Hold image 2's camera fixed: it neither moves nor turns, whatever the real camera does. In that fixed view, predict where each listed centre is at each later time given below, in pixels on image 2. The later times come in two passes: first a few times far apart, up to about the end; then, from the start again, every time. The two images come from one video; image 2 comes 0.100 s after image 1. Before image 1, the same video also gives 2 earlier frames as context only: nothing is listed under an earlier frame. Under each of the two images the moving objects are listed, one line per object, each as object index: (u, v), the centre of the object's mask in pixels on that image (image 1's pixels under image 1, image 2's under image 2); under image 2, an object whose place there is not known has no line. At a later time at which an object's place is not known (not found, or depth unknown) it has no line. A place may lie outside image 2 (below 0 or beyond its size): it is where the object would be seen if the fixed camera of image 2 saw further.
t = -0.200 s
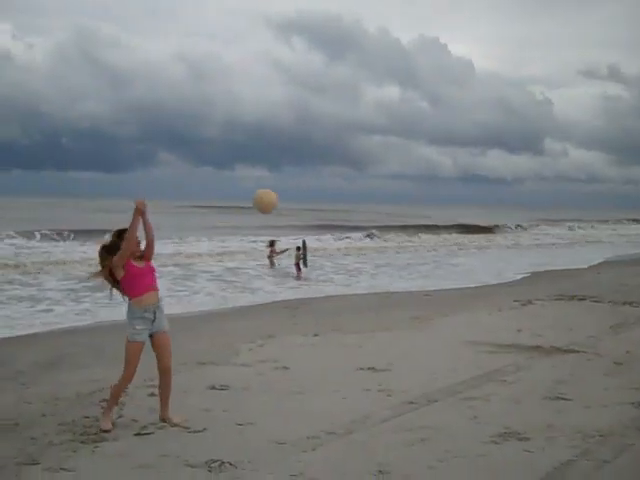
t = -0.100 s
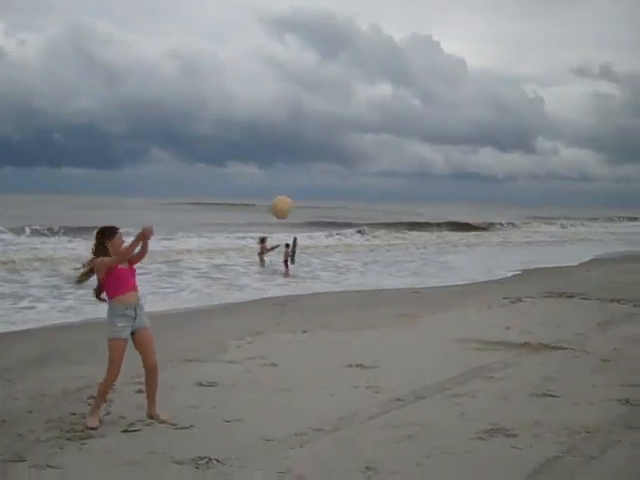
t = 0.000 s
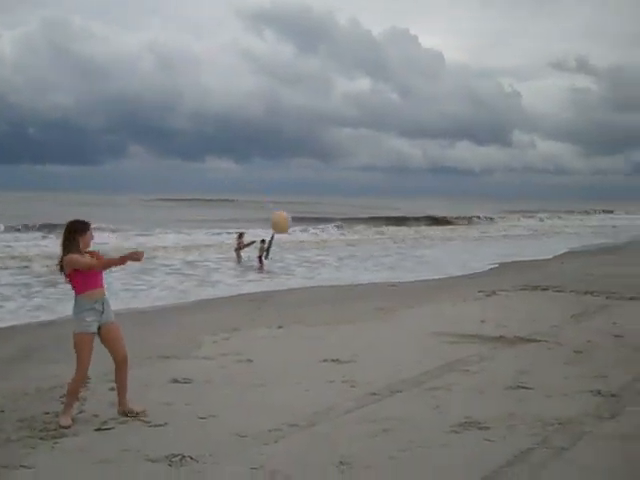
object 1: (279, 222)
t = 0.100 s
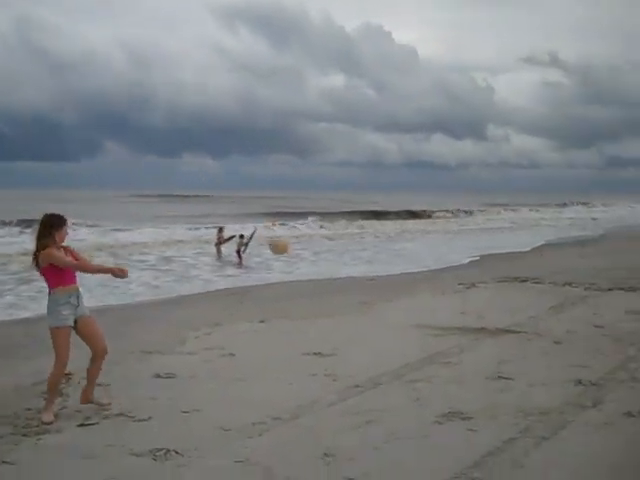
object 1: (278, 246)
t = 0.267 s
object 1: (303, 305)
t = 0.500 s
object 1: (326, 280)
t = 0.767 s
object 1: (348, 255)
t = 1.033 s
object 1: (363, 283)
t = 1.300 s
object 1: (375, 272)
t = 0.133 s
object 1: (282, 255)
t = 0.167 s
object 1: (287, 268)
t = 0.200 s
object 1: (293, 277)
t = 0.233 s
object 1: (298, 291)
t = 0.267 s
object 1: (303, 305)
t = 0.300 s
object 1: (306, 318)
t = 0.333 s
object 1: (312, 327)
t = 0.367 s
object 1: (314, 316)
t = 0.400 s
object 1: (317, 306)
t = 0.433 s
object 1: (320, 296)
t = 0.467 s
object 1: (322, 286)
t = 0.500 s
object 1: (326, 280)
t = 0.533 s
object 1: (329, 272)
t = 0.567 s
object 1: (332, 267)
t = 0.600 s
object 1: (335, 261)
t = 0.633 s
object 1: (337, 259)
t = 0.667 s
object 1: (342, 257)
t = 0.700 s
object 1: (344, 255)
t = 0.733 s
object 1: (345, 255)
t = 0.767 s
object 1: (348, 255)
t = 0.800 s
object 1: (349, 256)
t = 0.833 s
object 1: (352, 257)
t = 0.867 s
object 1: (355, 259)
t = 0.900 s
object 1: (356, 263)
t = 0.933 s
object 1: (358, 266)
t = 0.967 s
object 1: (359, 269)
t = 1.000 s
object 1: (363, 277)
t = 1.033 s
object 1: (363, 283)
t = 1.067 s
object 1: (365, 290)
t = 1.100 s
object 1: (367, 298)
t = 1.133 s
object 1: (369, 296)
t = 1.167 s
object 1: (371, 290)
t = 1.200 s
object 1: (373, 284)
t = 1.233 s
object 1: (374, 277)
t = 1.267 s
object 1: (374, 274)
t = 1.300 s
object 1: (375, 272)
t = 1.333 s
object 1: (376, 270)
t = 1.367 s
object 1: (378, 268)
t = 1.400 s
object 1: (379, 268)
